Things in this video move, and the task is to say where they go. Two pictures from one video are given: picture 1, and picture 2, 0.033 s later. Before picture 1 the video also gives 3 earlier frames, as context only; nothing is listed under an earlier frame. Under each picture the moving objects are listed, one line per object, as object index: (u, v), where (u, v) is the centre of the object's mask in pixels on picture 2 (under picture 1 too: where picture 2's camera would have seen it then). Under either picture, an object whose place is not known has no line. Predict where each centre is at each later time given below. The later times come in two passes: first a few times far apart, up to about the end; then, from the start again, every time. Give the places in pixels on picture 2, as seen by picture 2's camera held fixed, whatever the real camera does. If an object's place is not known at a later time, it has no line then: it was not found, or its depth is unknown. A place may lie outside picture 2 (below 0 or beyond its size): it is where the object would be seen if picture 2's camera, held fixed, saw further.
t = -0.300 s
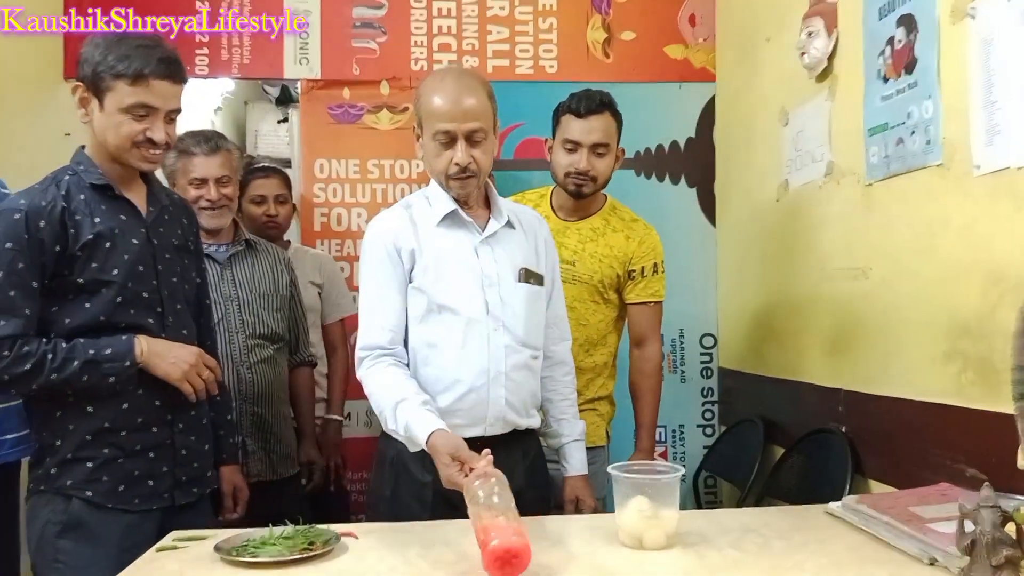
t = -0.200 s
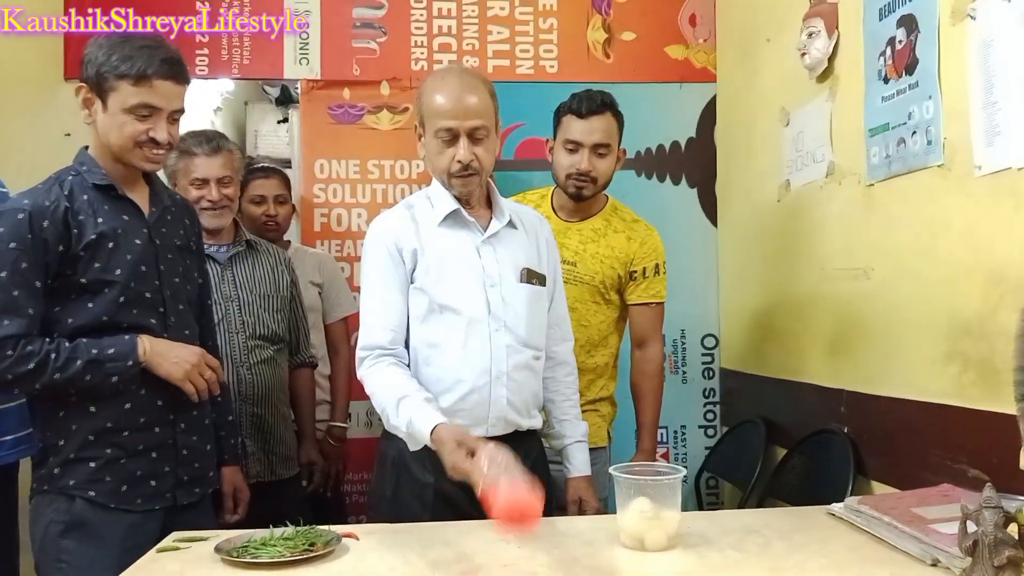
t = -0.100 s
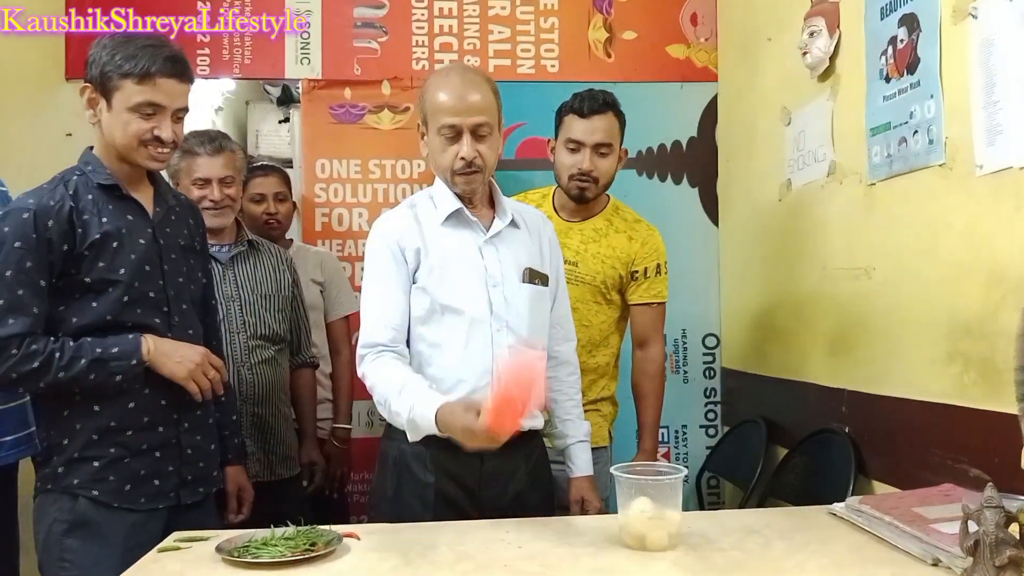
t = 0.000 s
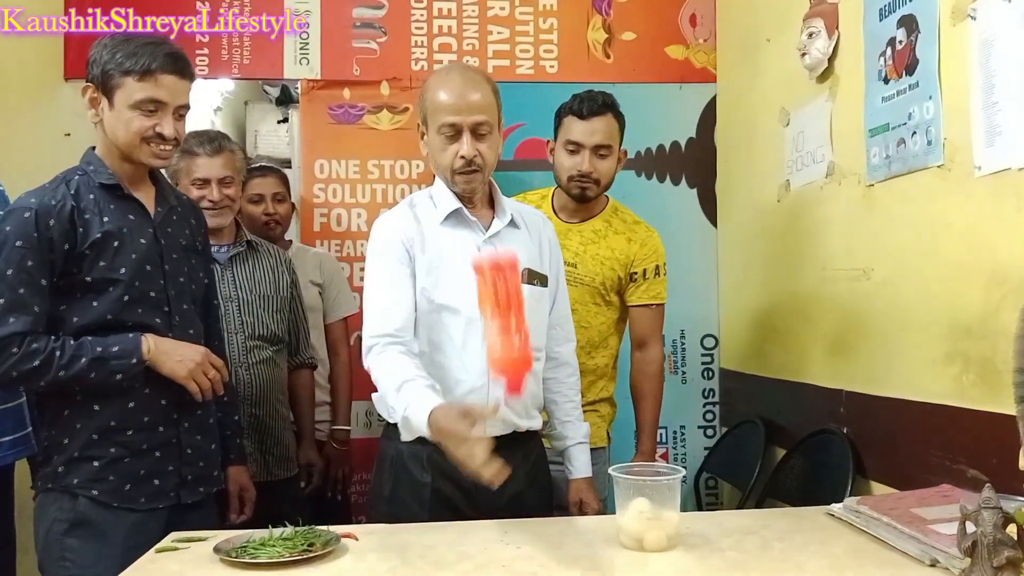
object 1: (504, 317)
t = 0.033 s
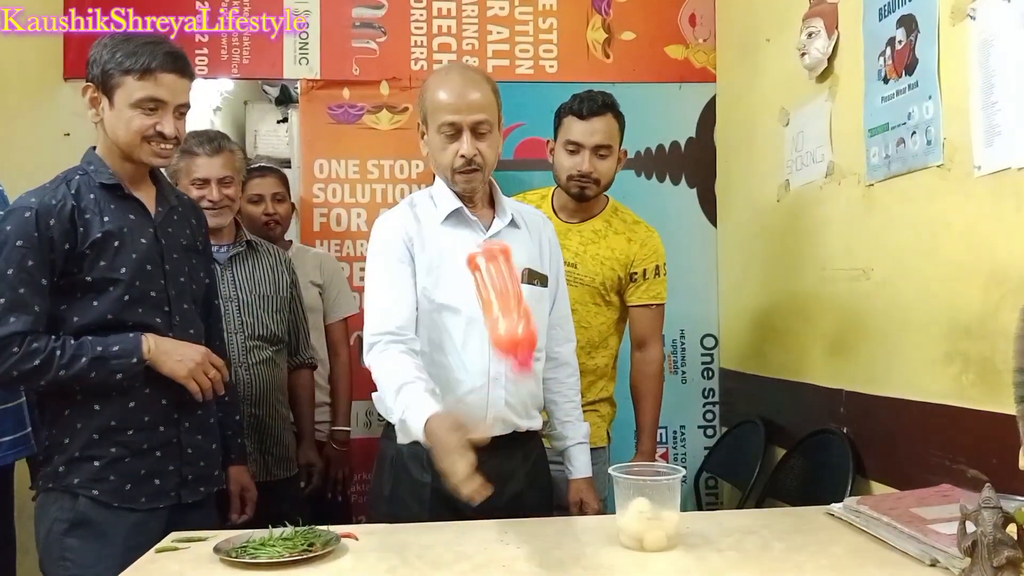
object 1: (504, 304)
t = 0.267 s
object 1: (495, 432)
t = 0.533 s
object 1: (471, 506)
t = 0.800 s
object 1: (453, 514)
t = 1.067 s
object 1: (439, 515)
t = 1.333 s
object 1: (431, 516)
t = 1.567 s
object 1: (424, 516)
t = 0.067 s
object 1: (502, 296)
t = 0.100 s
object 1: (498, 298)
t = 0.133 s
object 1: (497, 309)
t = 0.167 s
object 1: (495, 328)
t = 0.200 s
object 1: (495, 355)
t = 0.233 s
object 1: (494, 392)
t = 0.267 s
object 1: (495, 432)
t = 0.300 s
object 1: (494, 473)
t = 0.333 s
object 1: (490, 483)
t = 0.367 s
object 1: (485, 479)
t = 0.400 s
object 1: (482, 487)
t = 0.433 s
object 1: (479, 497)
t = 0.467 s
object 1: (476, 503)
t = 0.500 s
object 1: (473, 503)
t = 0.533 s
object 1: (471, 506)
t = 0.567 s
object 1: (467, 513)
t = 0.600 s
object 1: (462, 514)
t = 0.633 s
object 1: (460, 514)
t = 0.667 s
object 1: (458, 514)
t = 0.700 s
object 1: (457, 514)
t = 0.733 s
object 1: (456, 514)
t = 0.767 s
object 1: (455, 514)
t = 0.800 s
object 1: (453, 514)
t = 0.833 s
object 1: (450, 515)
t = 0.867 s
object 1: (448, 515)
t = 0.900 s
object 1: (445, 515)
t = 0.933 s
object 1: (444, 515)
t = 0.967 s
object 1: (444, 515)
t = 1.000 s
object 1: (443, 515)
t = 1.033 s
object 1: (441, 515)
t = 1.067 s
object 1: (439, 515)
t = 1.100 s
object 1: (437, 515)
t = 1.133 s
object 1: (436, 516)
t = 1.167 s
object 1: (435, 516)
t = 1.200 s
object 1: (435, 515)
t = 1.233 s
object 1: (434, 515)
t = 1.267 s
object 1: (433, 516)
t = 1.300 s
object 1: (432, 516)
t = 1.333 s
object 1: (431, 516)
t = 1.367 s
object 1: (430, 516)
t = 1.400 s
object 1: (429, 516)
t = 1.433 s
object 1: (428, 516)
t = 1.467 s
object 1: (427, 516)
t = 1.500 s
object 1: (426, 516)
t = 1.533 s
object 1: (425, 516)
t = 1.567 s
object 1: (424, 516)
